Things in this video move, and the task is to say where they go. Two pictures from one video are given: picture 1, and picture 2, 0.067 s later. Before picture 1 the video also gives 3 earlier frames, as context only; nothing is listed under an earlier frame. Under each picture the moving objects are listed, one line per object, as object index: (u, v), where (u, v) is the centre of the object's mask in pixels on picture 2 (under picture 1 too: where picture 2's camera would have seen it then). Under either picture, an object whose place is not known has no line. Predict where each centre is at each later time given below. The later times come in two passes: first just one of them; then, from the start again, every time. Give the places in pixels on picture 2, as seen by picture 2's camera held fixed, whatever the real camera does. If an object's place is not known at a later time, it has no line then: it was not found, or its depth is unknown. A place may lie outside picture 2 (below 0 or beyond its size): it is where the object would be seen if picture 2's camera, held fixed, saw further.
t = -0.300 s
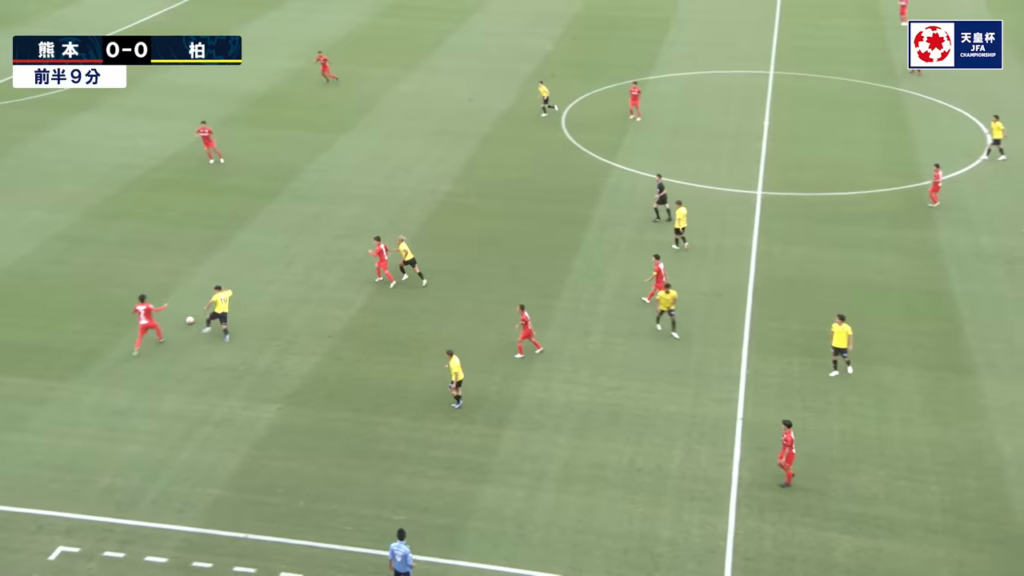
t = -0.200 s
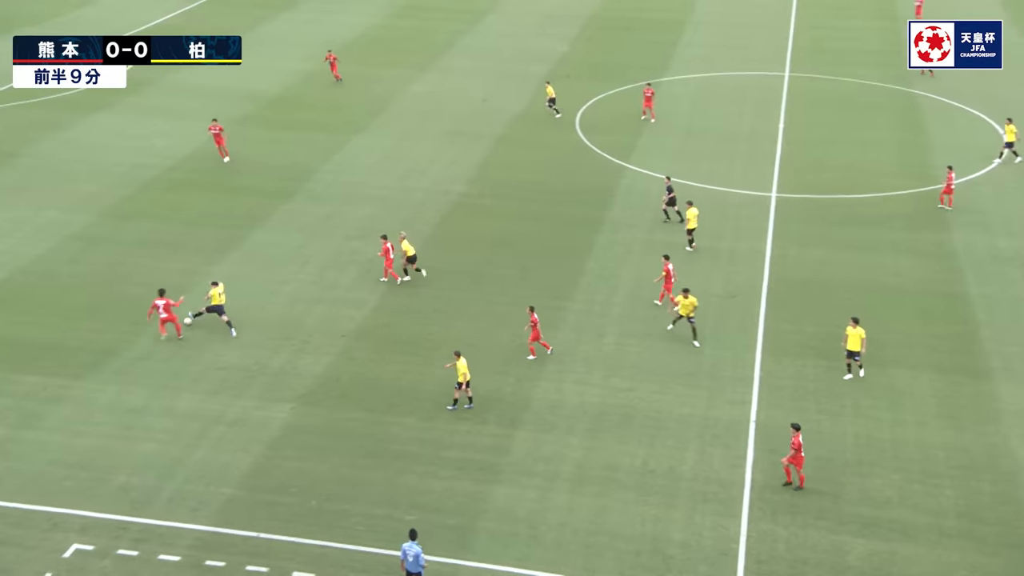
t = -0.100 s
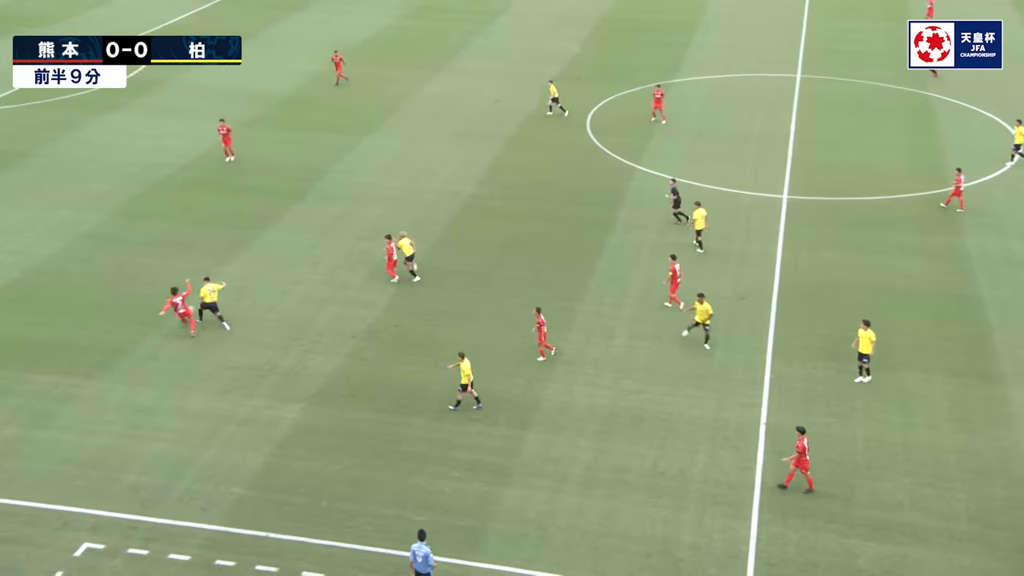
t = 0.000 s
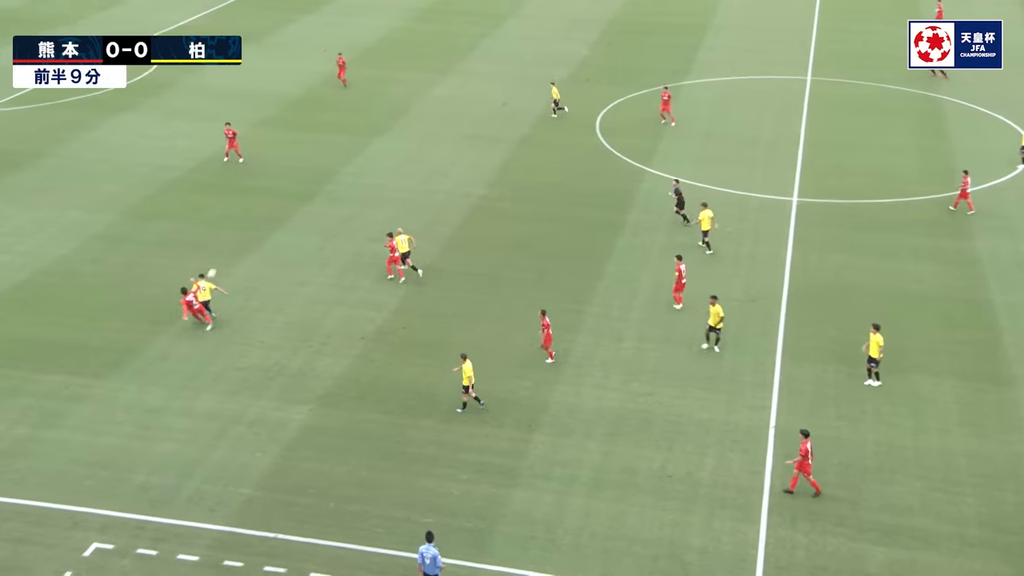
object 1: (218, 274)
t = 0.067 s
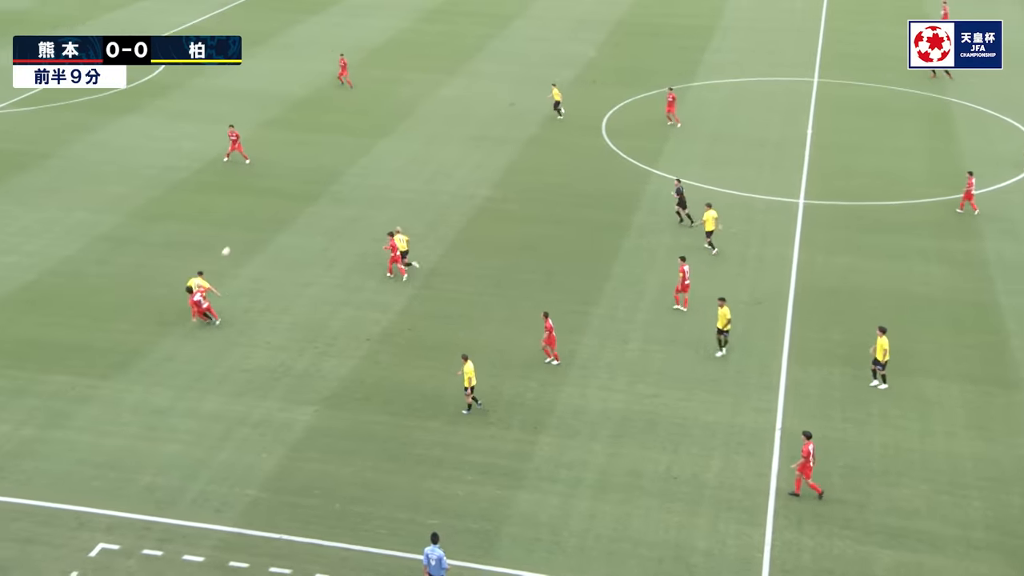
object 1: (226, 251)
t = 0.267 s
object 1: (246, 194)
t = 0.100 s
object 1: (229, 240)
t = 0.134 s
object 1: (233, 230)
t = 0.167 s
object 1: (236, 220)
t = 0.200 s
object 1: (239, 211)
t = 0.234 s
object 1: (243, 202)
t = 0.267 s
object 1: (246, 194)
